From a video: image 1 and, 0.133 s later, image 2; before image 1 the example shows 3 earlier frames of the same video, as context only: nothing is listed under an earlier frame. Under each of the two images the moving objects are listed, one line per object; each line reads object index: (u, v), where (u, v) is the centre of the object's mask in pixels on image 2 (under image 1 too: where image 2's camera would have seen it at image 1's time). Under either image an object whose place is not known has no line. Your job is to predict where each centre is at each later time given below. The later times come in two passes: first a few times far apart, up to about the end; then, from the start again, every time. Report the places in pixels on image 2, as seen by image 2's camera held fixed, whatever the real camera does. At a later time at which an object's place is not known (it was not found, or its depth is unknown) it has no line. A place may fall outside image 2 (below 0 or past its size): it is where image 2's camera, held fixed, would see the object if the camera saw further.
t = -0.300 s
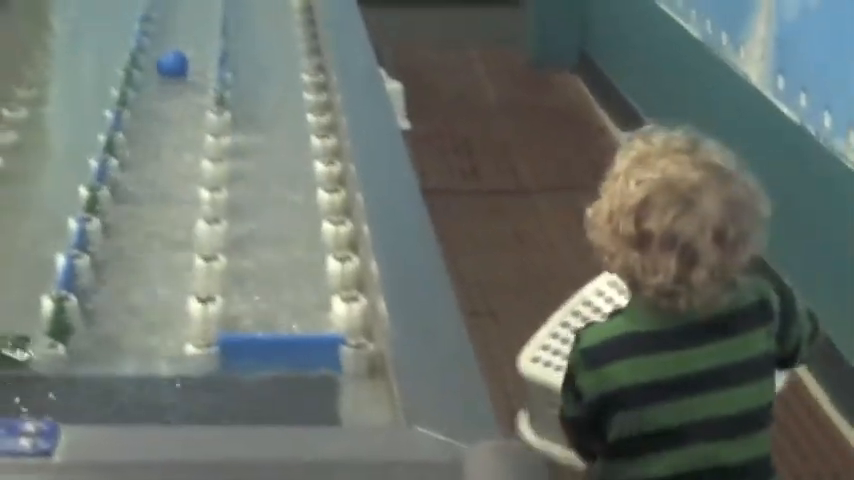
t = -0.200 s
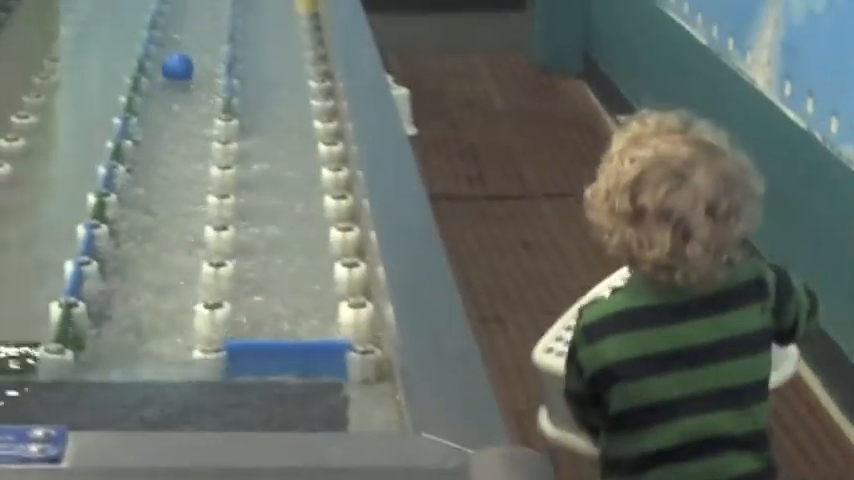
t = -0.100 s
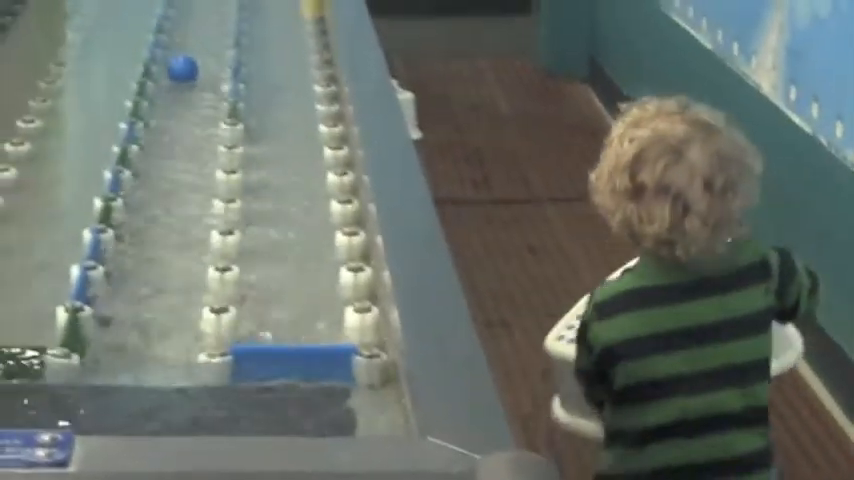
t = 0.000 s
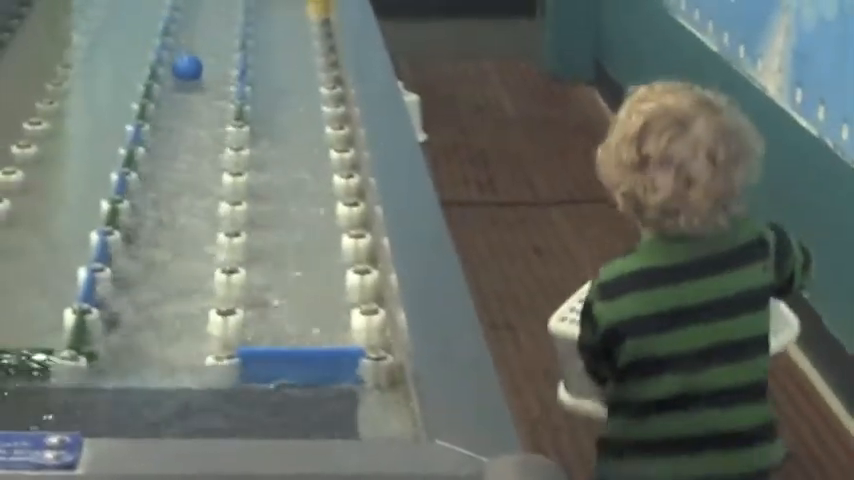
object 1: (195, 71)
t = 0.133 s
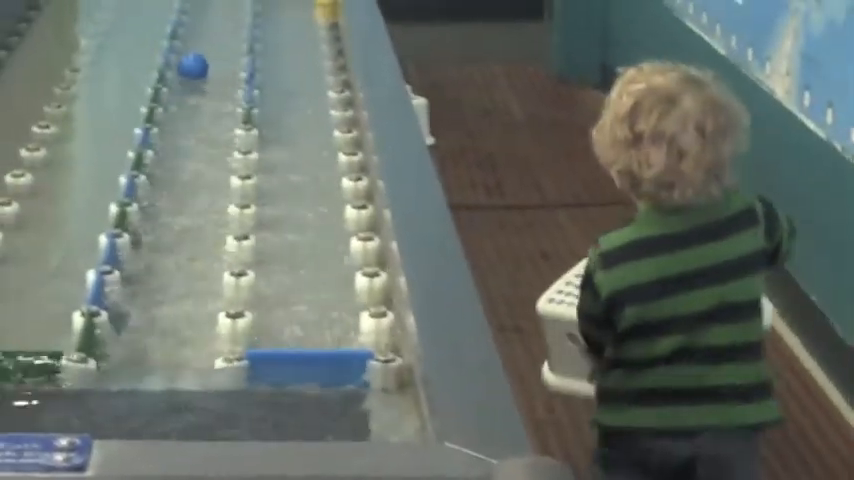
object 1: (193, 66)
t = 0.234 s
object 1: (191, 65)
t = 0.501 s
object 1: (190, 57)
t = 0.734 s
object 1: (187, 51)
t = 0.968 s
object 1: (186, 43)
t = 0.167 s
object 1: (192, 66)
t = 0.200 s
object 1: (191, 66)
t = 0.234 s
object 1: (191, 65)
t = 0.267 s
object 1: (191, 64)
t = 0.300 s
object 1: (191, 63)
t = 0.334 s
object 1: (191, 61)
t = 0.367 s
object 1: (190, 61)
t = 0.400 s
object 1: (190, 60)
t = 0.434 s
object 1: (190, 59)
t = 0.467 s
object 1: (190, 58)
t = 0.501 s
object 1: (190, 57)
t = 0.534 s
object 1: (190, 56)
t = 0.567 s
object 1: (190, 56)
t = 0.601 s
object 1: (189, 55)
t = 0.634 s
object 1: (189, 54)
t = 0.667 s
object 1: (188, 52)
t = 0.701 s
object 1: (187, 51)
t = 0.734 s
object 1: (187, 51)
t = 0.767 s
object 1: (186, 48)
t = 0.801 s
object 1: (186, 47)
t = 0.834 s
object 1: (186, 46)
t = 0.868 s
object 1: (186, 45)
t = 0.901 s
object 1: (186, 45)
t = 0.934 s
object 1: (186, 45)
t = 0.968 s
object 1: (186, 43)
